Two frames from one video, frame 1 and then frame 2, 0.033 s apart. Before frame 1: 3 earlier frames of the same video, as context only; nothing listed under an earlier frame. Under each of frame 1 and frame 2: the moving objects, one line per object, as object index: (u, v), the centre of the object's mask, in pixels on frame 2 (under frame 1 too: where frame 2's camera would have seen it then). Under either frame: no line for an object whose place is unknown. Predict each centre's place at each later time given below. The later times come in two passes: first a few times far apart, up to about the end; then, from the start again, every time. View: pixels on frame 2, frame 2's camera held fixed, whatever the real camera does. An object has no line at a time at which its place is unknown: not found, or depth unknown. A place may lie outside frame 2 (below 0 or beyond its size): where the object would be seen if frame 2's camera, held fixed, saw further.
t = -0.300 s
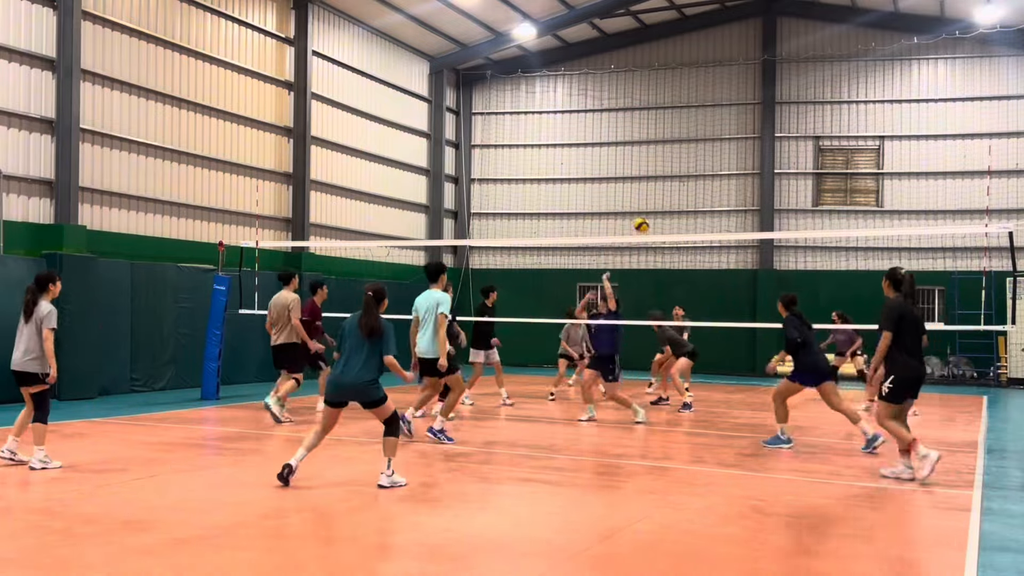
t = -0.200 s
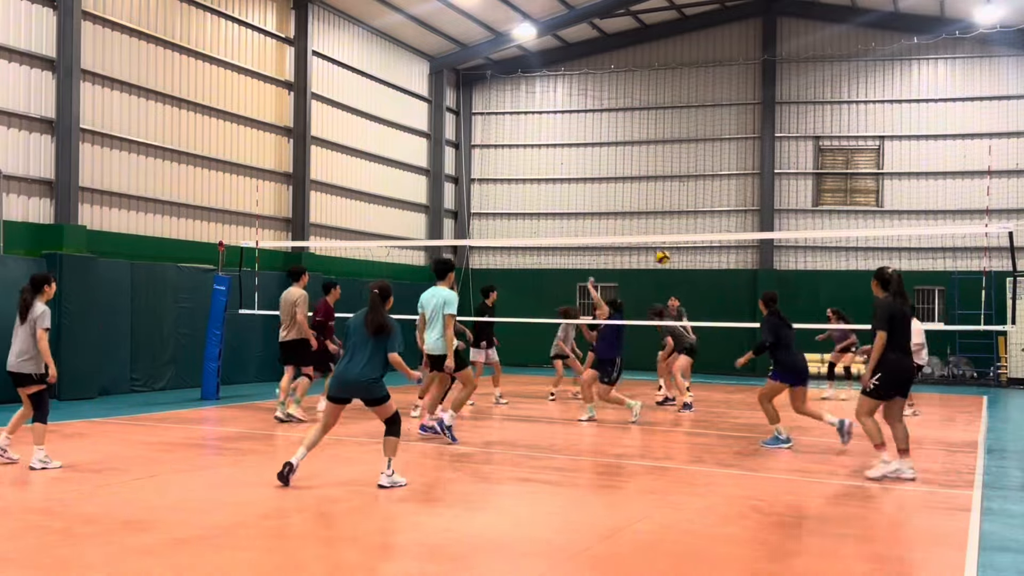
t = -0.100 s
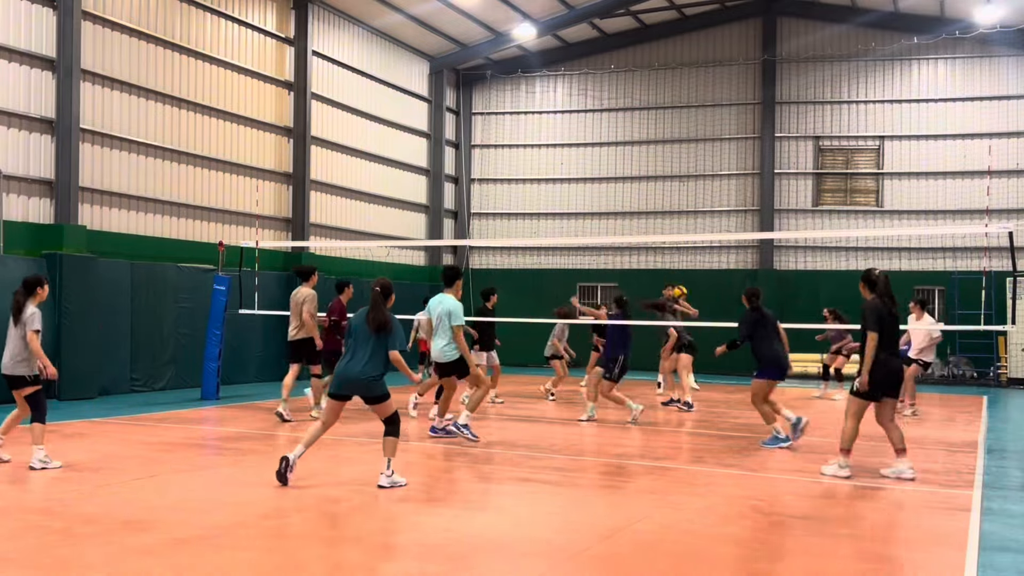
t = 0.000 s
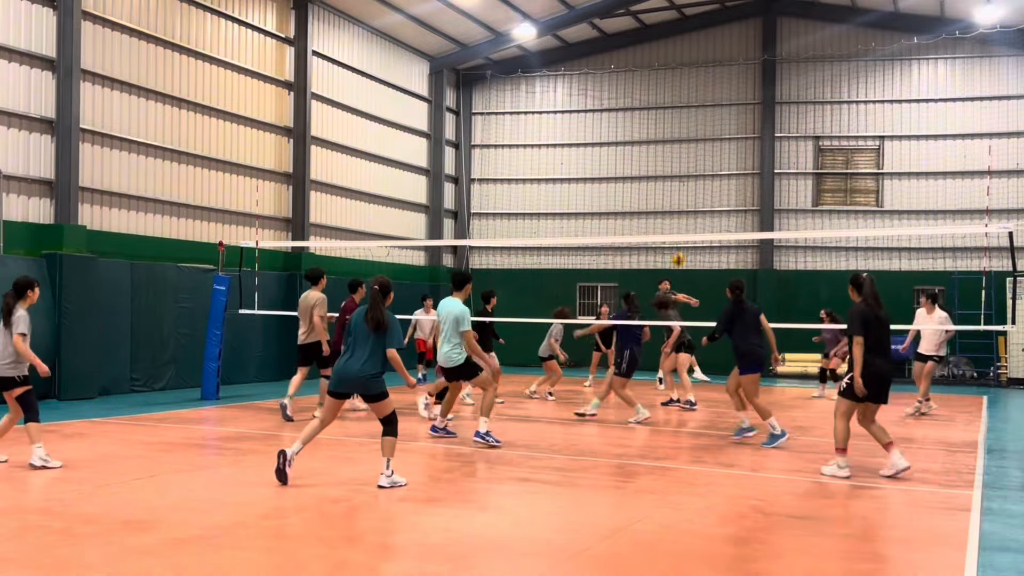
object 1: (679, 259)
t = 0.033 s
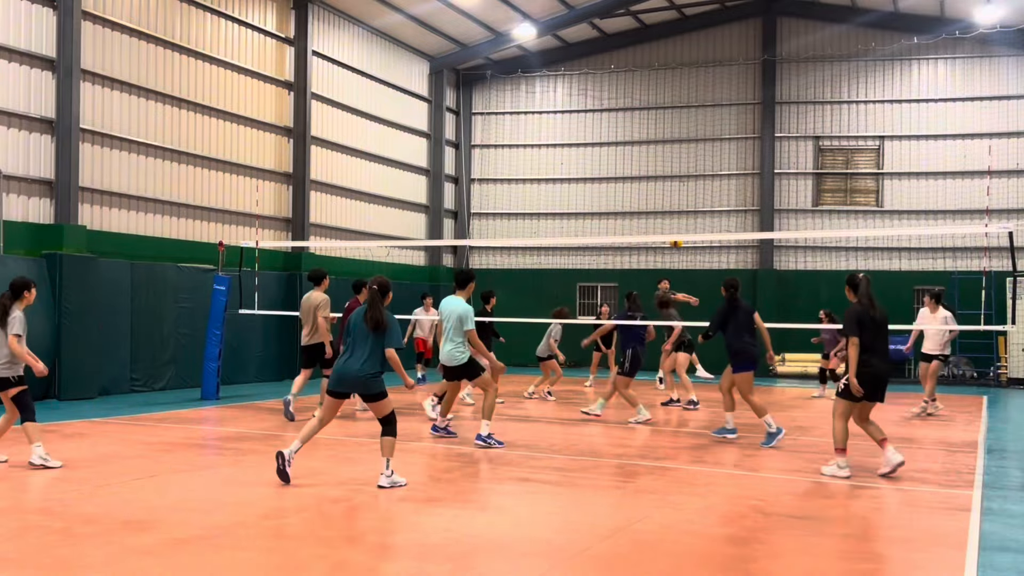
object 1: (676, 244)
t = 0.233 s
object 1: (663, 152)
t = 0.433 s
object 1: (649, 84)
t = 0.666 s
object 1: (632, 38)
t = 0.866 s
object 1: (617, 23)
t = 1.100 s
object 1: (599, 38)
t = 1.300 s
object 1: (583, 80)
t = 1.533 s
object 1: (564, 161)
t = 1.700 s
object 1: (551, 239)
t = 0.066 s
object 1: (675, 225)
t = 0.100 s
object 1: (671, 210)
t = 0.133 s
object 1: (670, 195)
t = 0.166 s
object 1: (667, 180)
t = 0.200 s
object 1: (665, 165)
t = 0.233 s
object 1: (663, 152)
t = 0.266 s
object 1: (660, 139)
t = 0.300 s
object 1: (658, 126)
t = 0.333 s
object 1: (656, 116)
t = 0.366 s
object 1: (653, 104)
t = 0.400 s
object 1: (651, 94)
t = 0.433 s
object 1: (649, 84)
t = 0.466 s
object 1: (646, 76)
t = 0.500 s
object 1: (644, 68)
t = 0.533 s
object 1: (641, 60)
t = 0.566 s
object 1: (639, 54)
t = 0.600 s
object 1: (637, 47)
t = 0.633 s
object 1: (634, 42)
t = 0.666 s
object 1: (632, 38)
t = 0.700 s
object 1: (630, 34)
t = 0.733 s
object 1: (627, 31)
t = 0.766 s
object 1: (624, 27)
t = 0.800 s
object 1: (622, 26)
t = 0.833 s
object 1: (619, 24)
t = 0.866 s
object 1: (617, 23)
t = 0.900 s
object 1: (614, 23)
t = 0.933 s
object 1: (611, 23)
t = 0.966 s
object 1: (609, 26)
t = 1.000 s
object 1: (606, 27)
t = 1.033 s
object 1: (604, 31)
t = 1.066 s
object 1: (602, 34)
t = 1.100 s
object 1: (599, 38)
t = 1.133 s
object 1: (596, 44)
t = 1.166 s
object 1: (593, 49)
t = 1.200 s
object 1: (591, 56)
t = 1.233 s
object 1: (588, 63)
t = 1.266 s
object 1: (585, 70)
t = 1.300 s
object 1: (583, 80)
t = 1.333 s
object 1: (579, 89)
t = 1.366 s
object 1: (577, 99)
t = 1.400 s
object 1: (574, 110)
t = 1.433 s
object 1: (572, 121)
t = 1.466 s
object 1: (570, 134)
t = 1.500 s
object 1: (567, 147)
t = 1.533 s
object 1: (564, 161)
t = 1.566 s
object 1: (561, 176)
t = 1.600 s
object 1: (558, 190)
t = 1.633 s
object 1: (556, 206)
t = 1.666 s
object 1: (553, 223)
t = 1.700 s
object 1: (551, 239)
